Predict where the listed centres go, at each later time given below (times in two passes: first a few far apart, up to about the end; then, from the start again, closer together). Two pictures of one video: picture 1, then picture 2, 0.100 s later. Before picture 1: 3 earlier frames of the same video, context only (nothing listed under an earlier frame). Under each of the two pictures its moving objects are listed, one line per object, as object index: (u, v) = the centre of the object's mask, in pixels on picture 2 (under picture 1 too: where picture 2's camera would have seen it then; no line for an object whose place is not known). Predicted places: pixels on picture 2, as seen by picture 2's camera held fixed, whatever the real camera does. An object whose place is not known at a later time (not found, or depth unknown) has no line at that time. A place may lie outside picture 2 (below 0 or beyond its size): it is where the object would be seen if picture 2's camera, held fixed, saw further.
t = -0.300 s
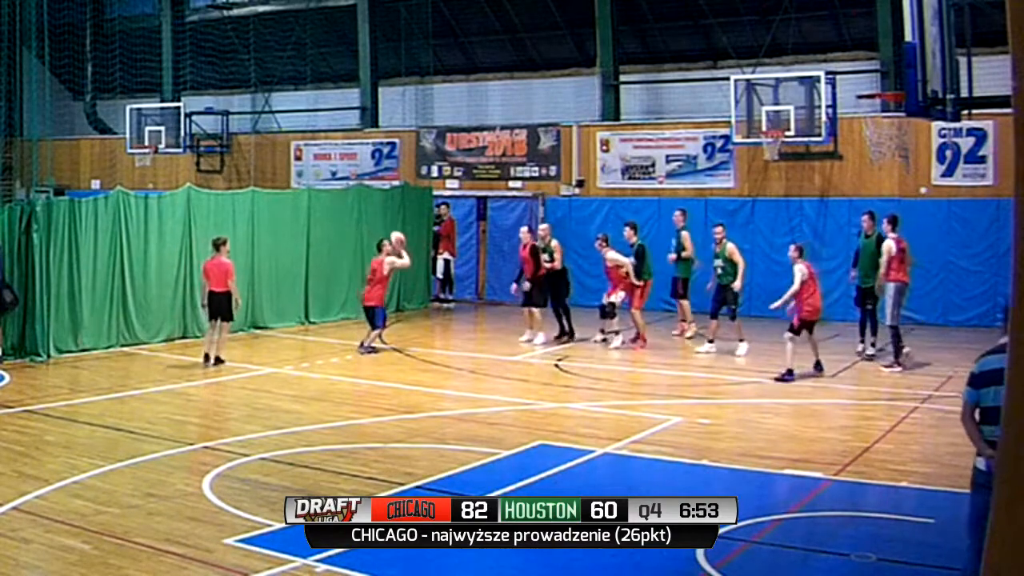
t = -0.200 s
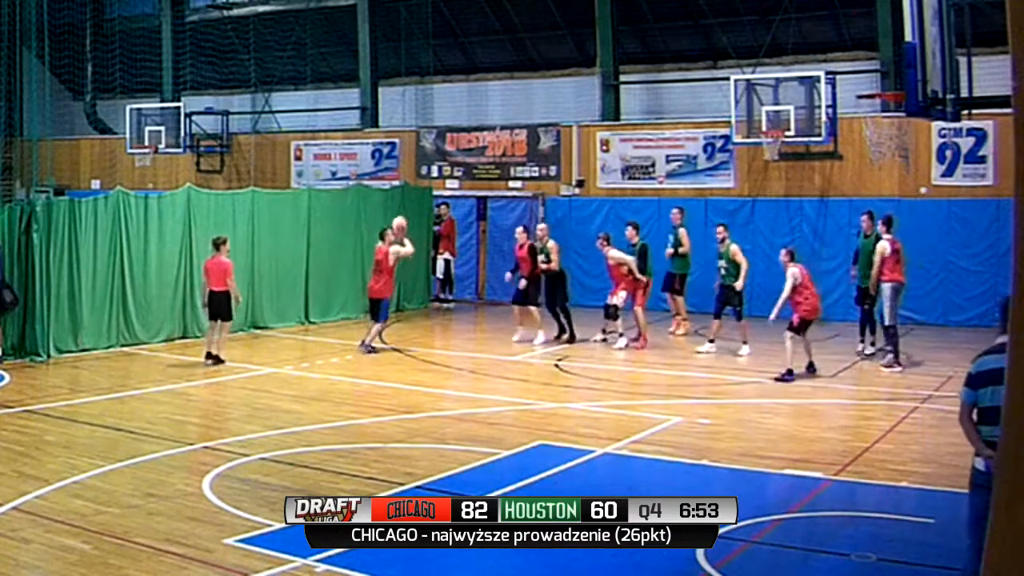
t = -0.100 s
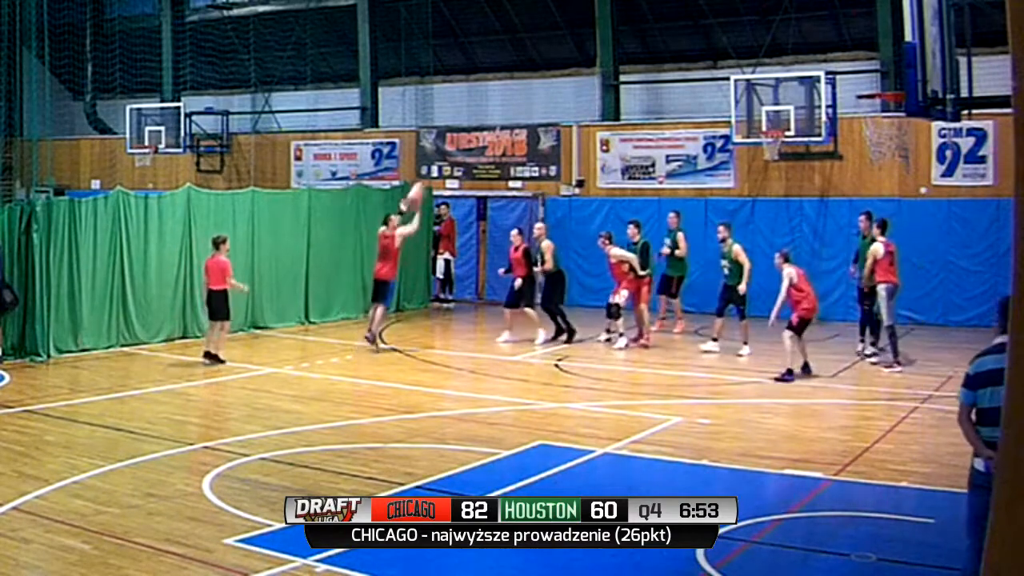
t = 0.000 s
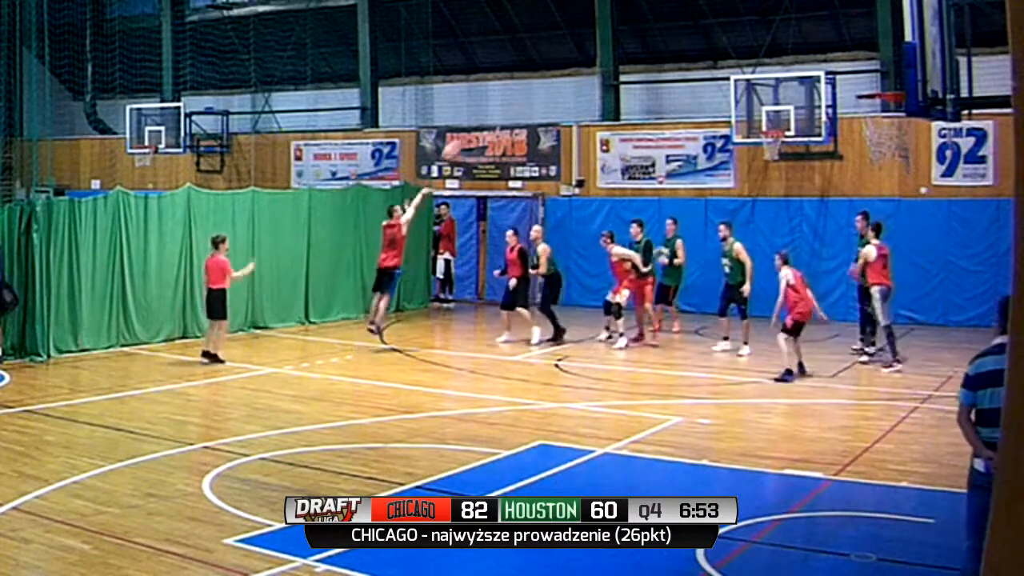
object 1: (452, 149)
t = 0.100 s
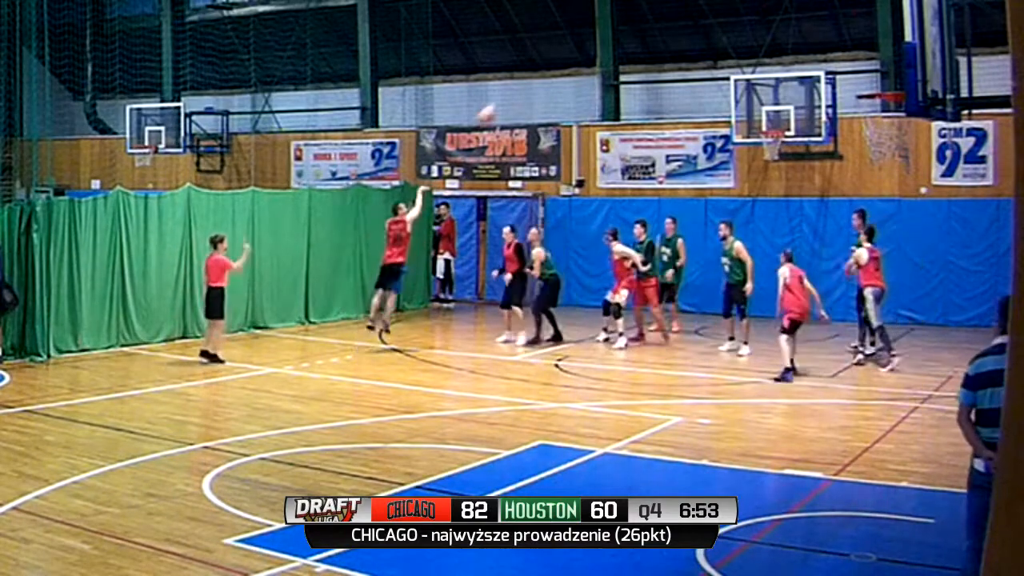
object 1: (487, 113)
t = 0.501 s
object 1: (620, 43)
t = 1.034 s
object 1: (768, 108)
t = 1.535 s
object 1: (761, 157)
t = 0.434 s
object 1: (598, 47)
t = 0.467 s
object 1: (610, 45)
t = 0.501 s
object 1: (620, 43)
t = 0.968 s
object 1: (755, 92)
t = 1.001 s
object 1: (762, 102)
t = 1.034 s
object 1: (768, 108)
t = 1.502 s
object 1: (762, 152)
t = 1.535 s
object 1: (761, 157)
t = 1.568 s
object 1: (760, 160)
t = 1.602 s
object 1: (759, 167)
